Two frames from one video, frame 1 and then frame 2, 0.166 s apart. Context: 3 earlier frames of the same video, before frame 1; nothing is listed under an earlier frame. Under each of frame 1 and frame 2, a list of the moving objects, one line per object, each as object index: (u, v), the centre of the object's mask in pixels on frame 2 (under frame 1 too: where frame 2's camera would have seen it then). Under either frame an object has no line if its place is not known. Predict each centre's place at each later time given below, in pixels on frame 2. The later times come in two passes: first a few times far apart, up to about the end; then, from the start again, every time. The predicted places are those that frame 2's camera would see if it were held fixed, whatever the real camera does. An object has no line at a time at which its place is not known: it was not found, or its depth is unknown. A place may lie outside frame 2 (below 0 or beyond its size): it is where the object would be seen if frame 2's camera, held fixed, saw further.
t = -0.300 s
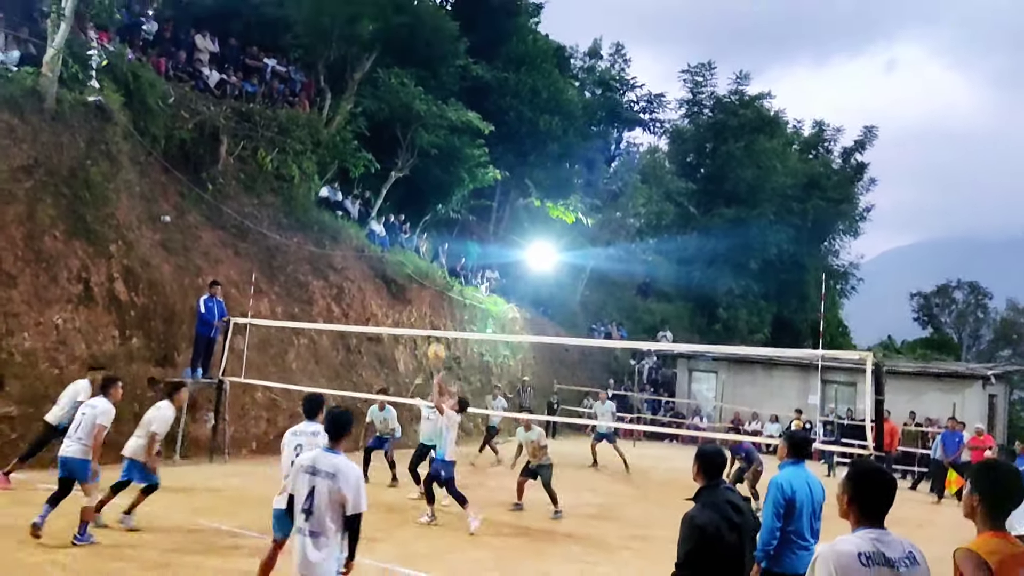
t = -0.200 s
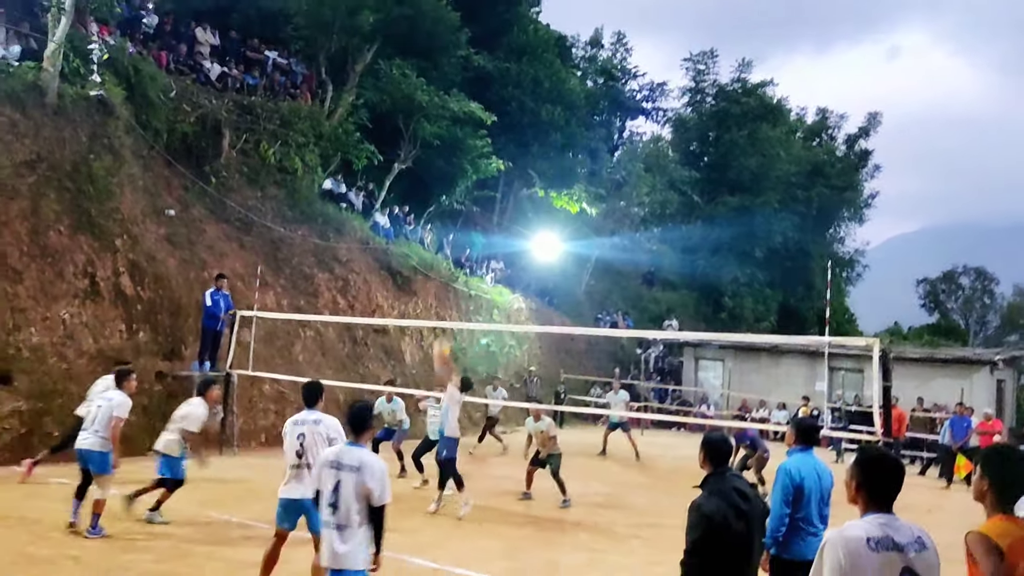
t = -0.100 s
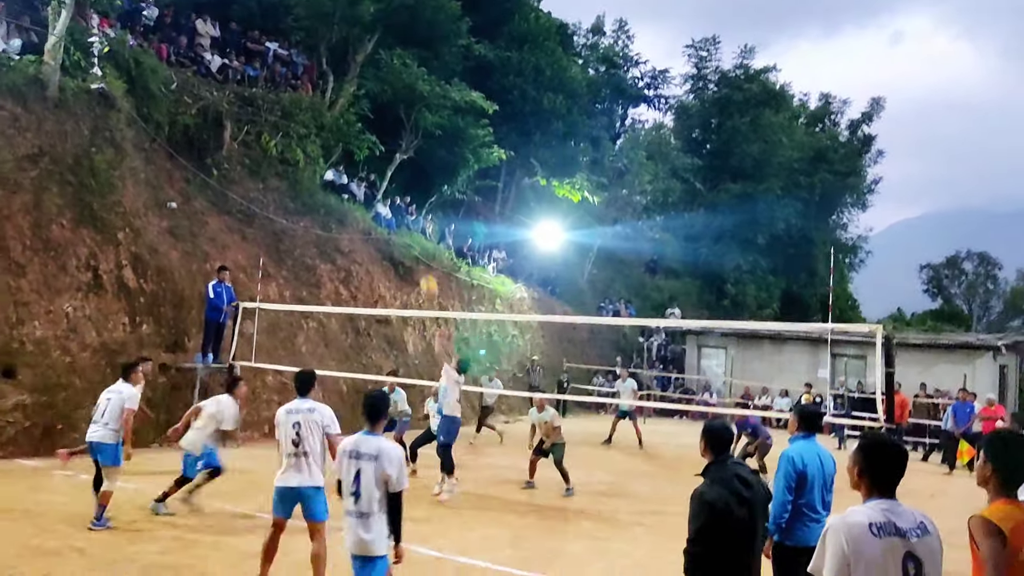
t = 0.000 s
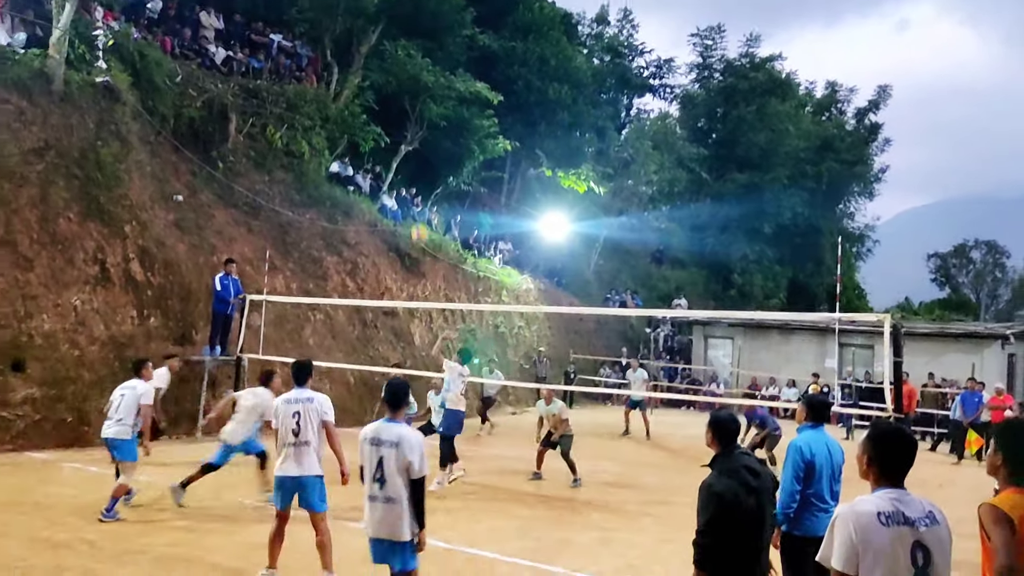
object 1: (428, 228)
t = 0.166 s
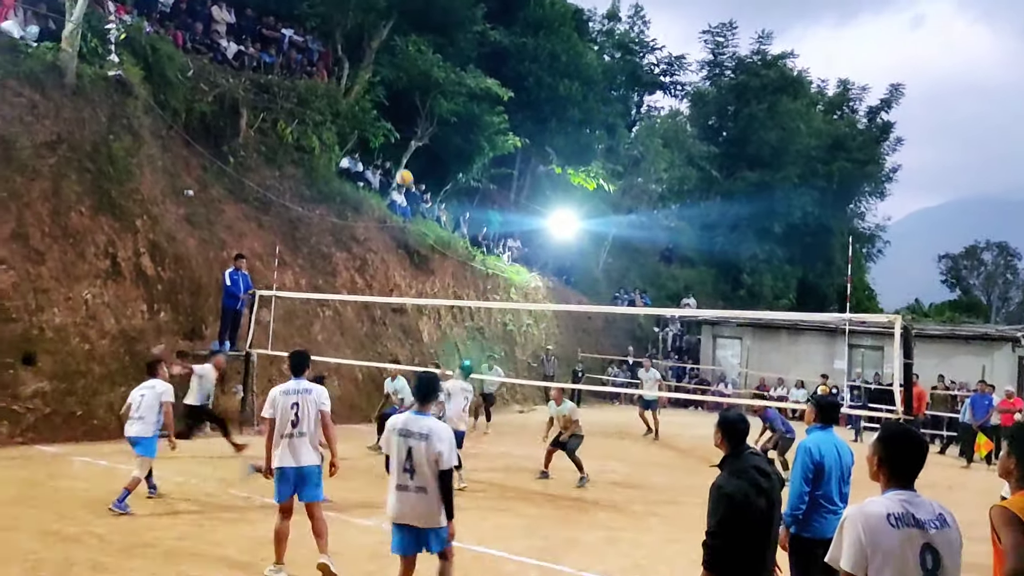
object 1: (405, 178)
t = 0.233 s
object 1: (395, 163)
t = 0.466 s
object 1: (360, 138)
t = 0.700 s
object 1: (326, 154)
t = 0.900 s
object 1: (296, 195)
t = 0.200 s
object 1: (400, 170)
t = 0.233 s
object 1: (395, 163)
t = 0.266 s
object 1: (390, 158)
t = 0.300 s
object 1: (385, 152)
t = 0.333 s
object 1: (380, 147)
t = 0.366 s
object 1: (375, 144)
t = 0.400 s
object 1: (370, 141)
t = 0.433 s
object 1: (365, 139)
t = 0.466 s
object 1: (360, 138)
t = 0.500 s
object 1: (355, 138)
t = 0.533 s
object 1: (350, 139)
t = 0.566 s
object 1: (346, 141)
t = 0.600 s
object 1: (340, 143)
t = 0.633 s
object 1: (335, 146)
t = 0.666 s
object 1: (331, 149)
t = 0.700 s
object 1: (326, 154)
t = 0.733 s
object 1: (321, 159)
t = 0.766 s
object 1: (316, 165)
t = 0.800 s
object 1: (311, 171)
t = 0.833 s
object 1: (306, 178)
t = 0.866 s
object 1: (301, 186)
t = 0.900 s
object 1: (296, 195)
